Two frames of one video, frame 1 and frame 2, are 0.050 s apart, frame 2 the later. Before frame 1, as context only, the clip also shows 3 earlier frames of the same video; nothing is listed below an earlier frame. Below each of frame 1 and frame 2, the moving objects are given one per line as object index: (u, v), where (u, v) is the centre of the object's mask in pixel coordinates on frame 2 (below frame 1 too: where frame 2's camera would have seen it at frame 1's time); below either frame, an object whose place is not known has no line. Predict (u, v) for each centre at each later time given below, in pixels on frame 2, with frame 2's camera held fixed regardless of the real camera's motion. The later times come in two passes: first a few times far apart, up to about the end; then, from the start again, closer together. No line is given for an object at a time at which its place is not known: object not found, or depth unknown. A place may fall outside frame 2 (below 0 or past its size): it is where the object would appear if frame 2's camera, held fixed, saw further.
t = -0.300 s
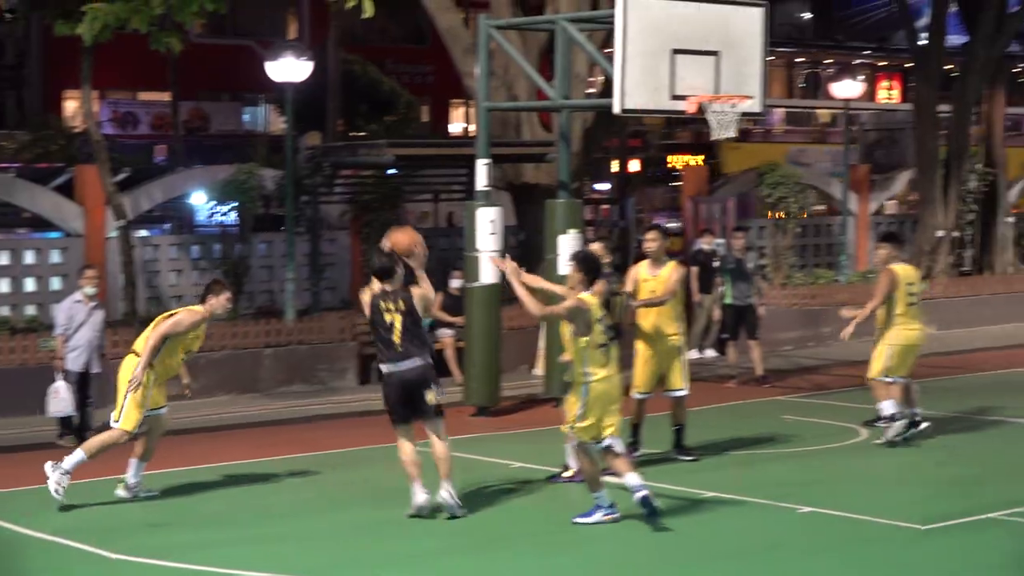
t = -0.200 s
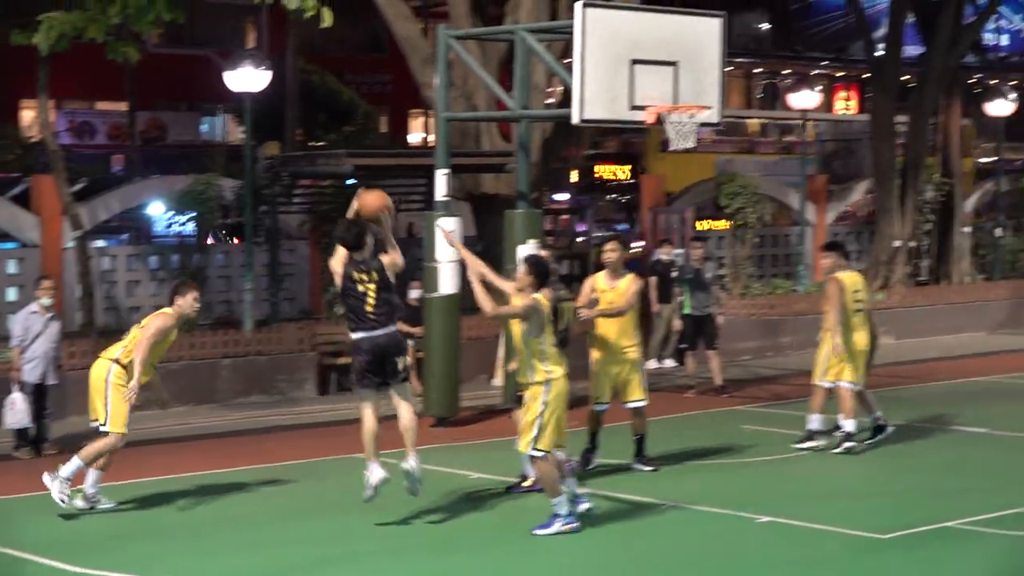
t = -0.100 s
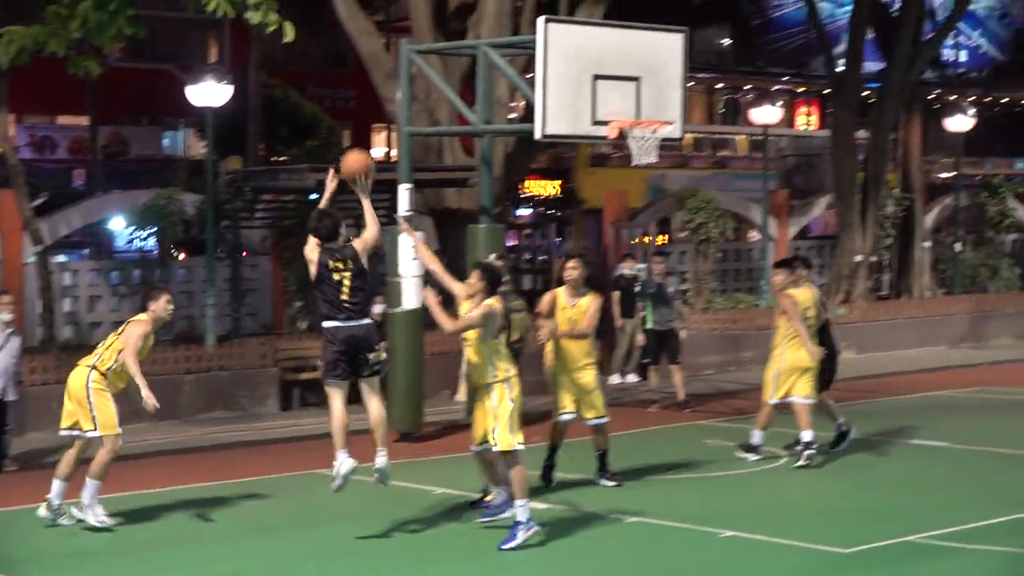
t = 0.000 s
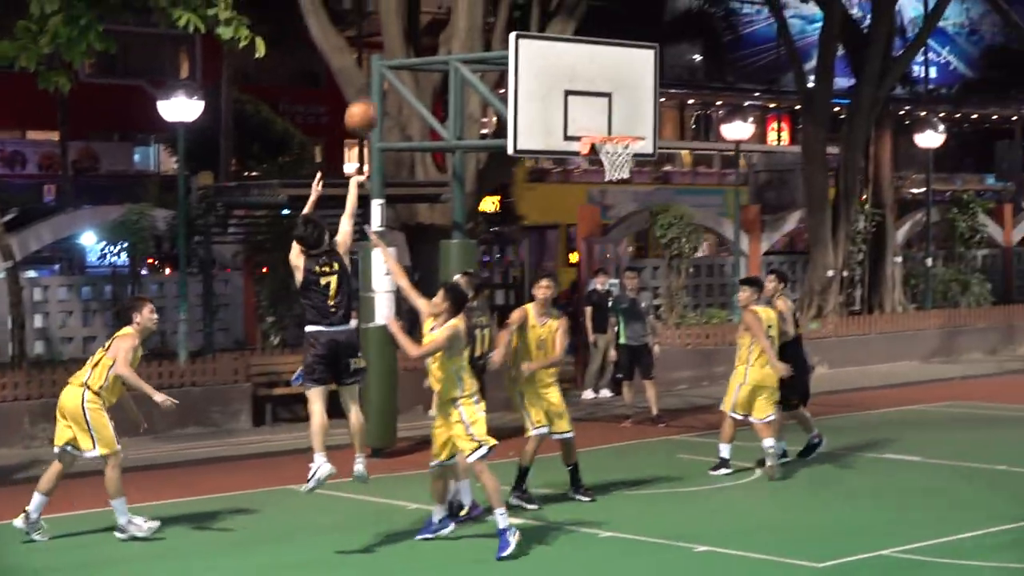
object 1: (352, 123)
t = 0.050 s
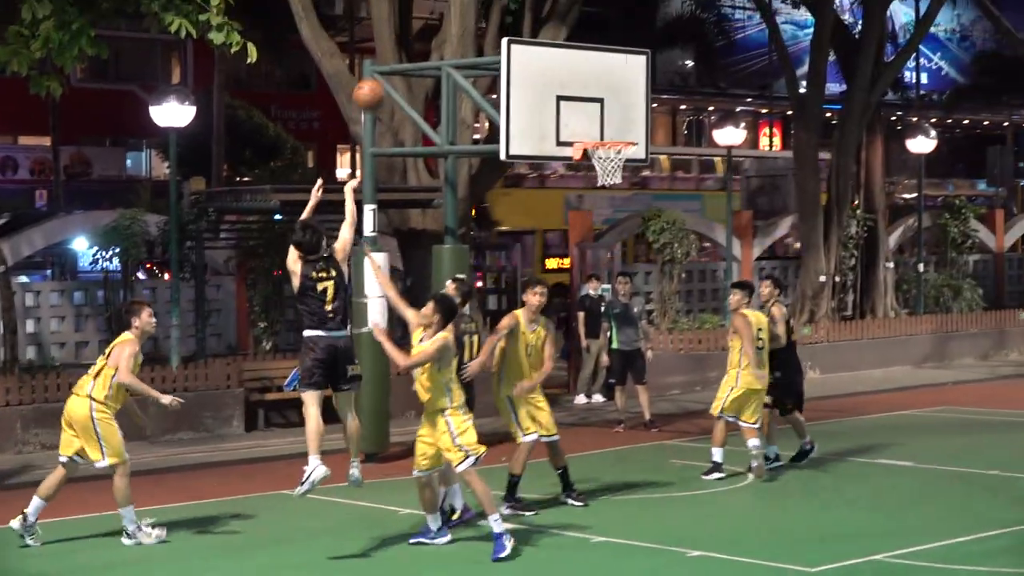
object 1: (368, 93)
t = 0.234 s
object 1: (423, 27)
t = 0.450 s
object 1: (482, 9)
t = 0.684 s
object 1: (539, 50)
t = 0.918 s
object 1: (604, 129)
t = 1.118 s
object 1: (617, 174)
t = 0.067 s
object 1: (372, 86)
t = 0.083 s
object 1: (379, 78)
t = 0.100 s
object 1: (386, 71)
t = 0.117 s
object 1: (390, 64)
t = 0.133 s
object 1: (396, 57)
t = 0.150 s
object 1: (401, 52)
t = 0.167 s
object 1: (405, 47)
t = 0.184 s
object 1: (410, 41)
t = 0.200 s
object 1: (414, 37)
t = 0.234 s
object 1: (423, 27)
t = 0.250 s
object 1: (428, 25)
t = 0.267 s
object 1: (433, 21)
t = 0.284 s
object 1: (437, 18)
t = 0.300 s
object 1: (442, 16)
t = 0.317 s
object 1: (447, 14)
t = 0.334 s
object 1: (451, 12)
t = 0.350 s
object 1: (456, 10)
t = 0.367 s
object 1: (461, 9)
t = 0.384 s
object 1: (465, 9)
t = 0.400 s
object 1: (469, 8)
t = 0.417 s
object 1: (474, 8)
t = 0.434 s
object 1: (478, 8)
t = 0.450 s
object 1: (482, 9)
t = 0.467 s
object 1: (487, 10)
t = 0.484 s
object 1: (491, 12)
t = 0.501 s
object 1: (496, 14)
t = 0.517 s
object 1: (499, 15)
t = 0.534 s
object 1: (504, 18)
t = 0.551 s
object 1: (507, 20)
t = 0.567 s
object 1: (510, 23)
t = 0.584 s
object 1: (514, 25)
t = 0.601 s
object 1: (520, 28)
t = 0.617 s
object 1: (523, 32)
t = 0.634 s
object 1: (527, 36)
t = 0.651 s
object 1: (531, 41)
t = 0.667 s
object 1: (535, 45)
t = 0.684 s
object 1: (539, 50)
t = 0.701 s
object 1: (543, 55)
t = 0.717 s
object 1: (547, 60)
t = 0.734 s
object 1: (550, 66)
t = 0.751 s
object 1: (554, 72)
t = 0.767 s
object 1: (558, 78)
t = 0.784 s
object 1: (562, 84)
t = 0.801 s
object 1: (566, 88)
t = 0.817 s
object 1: (572, 93)
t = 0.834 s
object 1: (577, 98)
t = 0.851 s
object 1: (582, 104)
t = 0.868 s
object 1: (588, 110)
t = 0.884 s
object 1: (592, 117)
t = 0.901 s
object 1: (599, 123)
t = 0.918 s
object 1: (604, 129)
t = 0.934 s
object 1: (609, 133)
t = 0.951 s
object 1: (614, 136)
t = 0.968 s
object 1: (613, 149)
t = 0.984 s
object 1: (621, 152)
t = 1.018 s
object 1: (625, 157)
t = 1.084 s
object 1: (620, 173)
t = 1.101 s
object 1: (618, 173)
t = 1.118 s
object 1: (617, 174)
